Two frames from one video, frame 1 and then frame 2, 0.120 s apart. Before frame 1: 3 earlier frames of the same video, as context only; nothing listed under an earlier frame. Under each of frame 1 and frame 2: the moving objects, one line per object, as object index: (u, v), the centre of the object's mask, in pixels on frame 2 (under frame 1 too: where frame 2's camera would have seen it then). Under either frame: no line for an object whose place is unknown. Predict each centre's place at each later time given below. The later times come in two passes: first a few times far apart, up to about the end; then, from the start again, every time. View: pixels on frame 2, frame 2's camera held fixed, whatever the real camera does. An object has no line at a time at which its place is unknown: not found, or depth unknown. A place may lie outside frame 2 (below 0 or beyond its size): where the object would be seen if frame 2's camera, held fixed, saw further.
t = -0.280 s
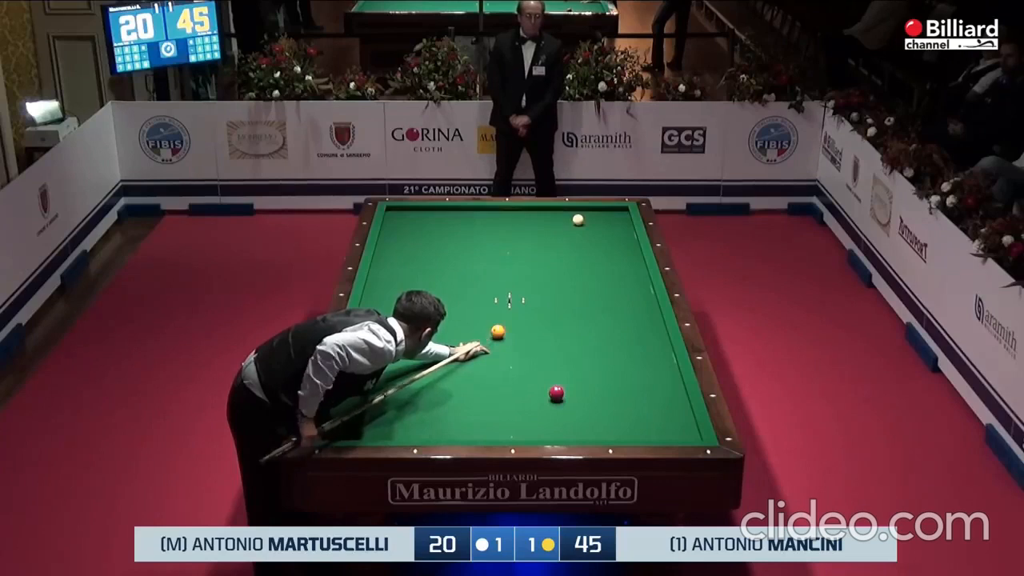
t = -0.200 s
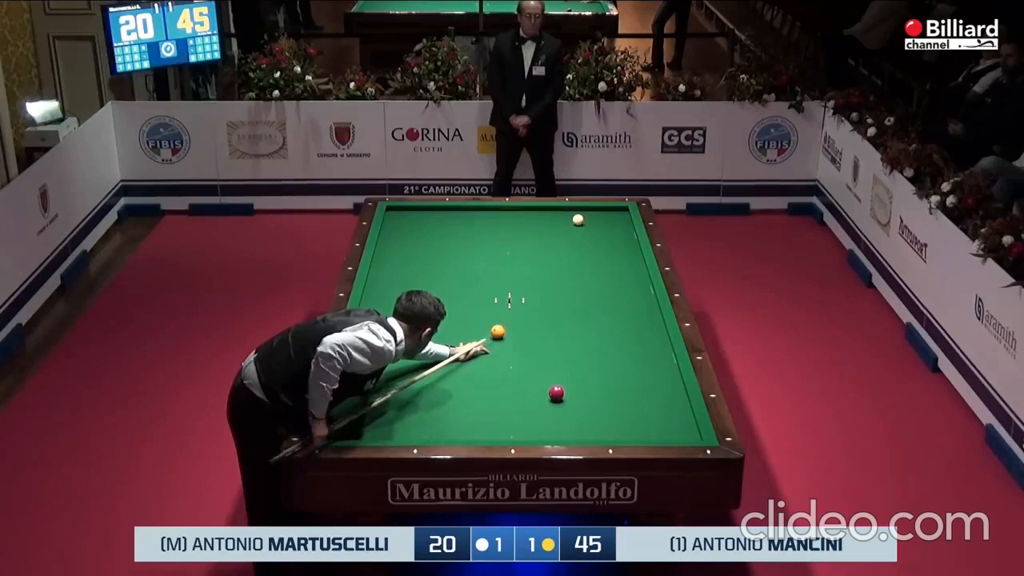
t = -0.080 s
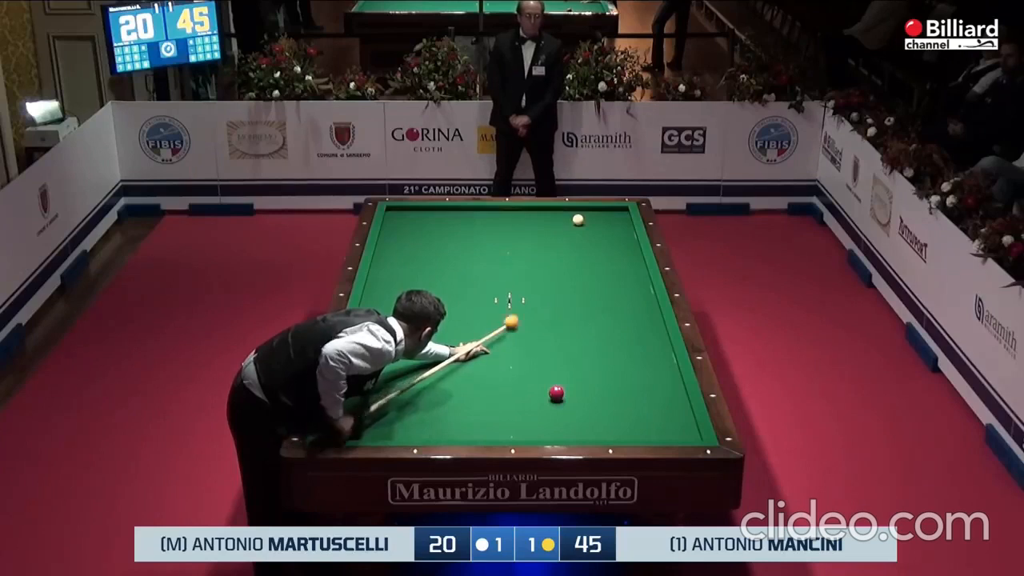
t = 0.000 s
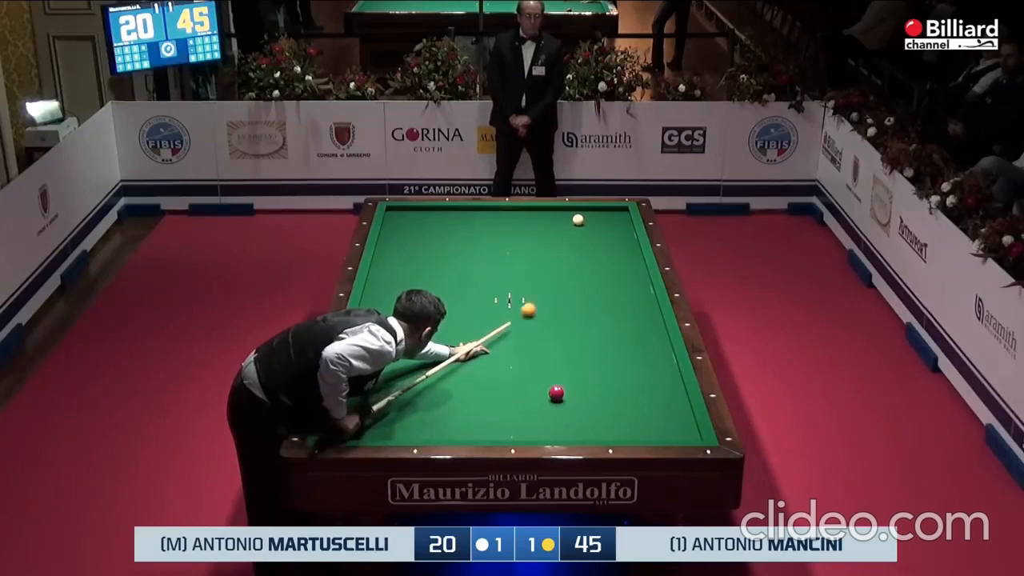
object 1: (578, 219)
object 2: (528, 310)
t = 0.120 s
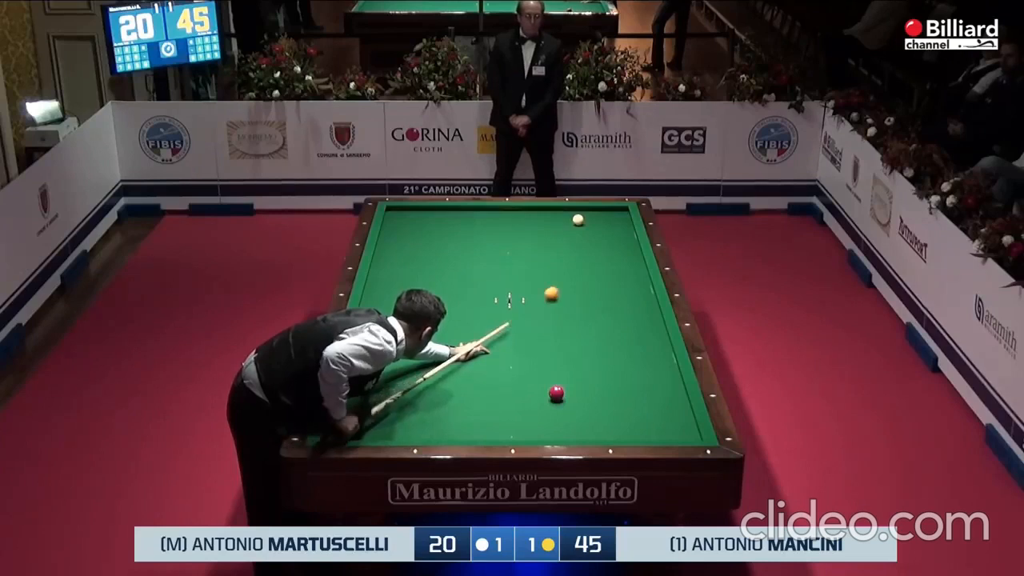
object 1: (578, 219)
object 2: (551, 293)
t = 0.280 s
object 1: (578, 219)
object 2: (580, 274)
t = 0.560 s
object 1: (578, 219)
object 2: (624, 243)
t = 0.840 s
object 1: (578, 219)
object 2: (602, 220)
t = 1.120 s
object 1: (577, 220)
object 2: (583, 212)
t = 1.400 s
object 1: (570, 228)
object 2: (580, 217)
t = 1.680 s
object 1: (562, 236)
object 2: (580, 219)
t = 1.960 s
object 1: (554, 245)
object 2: (580, 220)
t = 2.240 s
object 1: (545, 254)
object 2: (579, 221)
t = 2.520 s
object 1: (537, 263)
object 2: (579, 222)
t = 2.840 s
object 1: (527, 273)
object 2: (579, 222)
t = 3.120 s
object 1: (518, 282)
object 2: (579, 223)
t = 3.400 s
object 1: (509, 291)
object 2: (579, 223)
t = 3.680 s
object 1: (500, 300)
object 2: (579, 223)
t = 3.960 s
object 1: (491, 310)
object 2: (579, 223)
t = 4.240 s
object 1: (481, 319)
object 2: (579, 223)
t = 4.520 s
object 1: (472, 329)
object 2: (579, 223)
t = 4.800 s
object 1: (463, 338)
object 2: (579, 223)
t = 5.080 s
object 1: (454, 347)
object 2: (579, 223)
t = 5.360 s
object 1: (445, 357)
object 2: (579, 223)
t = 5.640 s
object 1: (436, 366)
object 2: (579, 223)
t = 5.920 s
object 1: (427, 376)
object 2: (579, 223)
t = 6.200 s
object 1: (419, 385)
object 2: (579, 223)
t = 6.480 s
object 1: (411, 394)
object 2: (579, 223)
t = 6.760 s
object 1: (402, 403)
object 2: (579, 223)
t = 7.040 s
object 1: (394, 412)
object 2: (579, 223)
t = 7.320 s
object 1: (386, 421)
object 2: (579, 223)
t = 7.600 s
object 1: (378, 429)
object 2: (579, 223)
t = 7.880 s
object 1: (371, 434)
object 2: (579, 223)
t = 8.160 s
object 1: (367, 433)
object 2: (579, 223)
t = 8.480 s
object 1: (364, 431)
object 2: (579, 223)
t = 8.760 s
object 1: (361, 427)
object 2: (579, 223)
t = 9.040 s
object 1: (360, 424)
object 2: (578, 223)
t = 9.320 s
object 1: (358, 421)
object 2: (579, 223)
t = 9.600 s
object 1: (357, 418)
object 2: (579, 223)
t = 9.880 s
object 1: (356, 416)
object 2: (579, 223)
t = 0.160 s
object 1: (578, 219)
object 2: (559, 288)
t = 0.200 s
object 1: (578, 219)
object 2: (566, 283)
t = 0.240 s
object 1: (578, 219)
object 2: (573, 279)
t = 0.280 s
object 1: (578, 219)
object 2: (580, 274)
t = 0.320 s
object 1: (578, 219)
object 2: (587, 269)
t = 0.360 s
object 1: (578, 219)
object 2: (593, 264)
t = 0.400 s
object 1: (578, 219)
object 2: (600, 260)
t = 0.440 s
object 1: (578, 219)
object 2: (606, 255)
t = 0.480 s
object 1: (578, 219)
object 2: (612, 251)
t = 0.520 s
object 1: (578, 219)
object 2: (618, 247)
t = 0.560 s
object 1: (578, 219)
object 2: (624, 243)
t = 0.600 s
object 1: (578, 219)
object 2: (630, 239)
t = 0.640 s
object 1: (578, 219)
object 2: (630, 235)
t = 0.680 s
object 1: (578, 219)
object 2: (623, 232)
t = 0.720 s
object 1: (578, 219)
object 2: (616, 229)
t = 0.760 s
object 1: (578, 219)
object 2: (611, 226)
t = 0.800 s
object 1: (578, 219)
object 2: (606, 223)
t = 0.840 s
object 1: (578, 219)
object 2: (602, 220)
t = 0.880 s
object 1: (578, 219)
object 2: (598, 217)
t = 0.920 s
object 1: (578, 219)
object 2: (594, 215)
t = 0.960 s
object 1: (578, 220)
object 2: (590, 212)
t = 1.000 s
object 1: (578, 220)
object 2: (586, 209)
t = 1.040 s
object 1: (578, 220)
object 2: (584, 209)
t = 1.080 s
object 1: (577, 220)
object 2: (583, 211)
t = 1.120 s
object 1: (577, 220)
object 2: (583, 212)
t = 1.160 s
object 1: (577, 220)
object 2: (582, 214)
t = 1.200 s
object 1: (577, 221)
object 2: (581, 215)
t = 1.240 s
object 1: (575, 222)
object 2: (581, 216)
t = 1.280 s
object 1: (574, 224)
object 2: (581, 216)
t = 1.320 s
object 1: (572, 225)
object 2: (581, 217)
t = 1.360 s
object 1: (571, 226)
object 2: (580, 217)
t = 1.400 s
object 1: (570, 228)
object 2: (580, 217)
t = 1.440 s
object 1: (569, 229)
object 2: (580, 218)
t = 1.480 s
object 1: (568, 230)
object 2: (580, 218)
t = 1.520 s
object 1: (567, 231)
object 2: (580, 218)
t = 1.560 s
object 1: (565, 232)
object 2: (580, 218)
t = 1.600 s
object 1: (564, 233)
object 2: (580, 219)
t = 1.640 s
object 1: (563, 235)
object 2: (580, 219)
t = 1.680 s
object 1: (562, 236)
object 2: (580, 219)
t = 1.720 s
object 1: (561, 237)
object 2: (580, 219)
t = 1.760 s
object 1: (560, 239)
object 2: (580, 219)
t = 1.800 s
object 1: (559, 240)
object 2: (580, 219)
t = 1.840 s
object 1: (557, 241)
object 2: (580, 220)
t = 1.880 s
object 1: (556, 242)
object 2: (580, 220)
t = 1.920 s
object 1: (555, 244)
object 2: (580, 220)
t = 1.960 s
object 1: (554, 245)
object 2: (580, 220)
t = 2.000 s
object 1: (553, 246)
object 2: (580, 220)
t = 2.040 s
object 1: (551, 247)
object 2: (580, 220)
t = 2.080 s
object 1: (550, 248)
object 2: (579, 221)
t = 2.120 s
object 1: (549, 250)
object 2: (580, 221)
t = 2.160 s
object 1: (548, 251)
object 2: (579, 221)
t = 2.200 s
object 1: (547, 252)
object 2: (580, 221)
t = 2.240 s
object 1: (545, 254)
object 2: (579, 221)
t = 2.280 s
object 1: (544, 255)
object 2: (579, 221)
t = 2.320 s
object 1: (543, 256)
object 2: (579, 221)
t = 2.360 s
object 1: (542, 257)
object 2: (579, 221)
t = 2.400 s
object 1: (541, 259)
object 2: (579, 221)
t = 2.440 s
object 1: (539, 260)
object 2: (579, 221)
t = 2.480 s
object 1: (538, 261)
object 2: (579, 222)
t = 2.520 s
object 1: (537, 263)
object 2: (579, 222)
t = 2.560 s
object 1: (536, 264)
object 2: (579, 222)
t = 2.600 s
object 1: (534, 265)
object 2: (579, 222)
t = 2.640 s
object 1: (533, 266)
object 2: (579, 222)
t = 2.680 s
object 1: (532, 268)
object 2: (579, 222)
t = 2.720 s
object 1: (531, 269)
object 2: (579, 222)
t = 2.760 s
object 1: (529, 270)
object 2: (579, 222)
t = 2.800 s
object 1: (528, 271)
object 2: (579, 222)
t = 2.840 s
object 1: (527, 273)
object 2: (579, 222)
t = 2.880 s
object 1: (526, 274)
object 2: (579, 222)
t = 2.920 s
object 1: (524, 276)
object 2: (579, 223)
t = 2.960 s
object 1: (523, 277)
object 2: (579, 223)
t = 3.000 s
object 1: (522, 278)
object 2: (579, 223)
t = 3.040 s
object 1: (520, 279)
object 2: (579, 223)
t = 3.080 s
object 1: (519, 281)
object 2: (579, 223)
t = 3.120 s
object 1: (518, 282)
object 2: (579, 223)
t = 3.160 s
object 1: (517, 283)
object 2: (579, 223)
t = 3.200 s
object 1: (515, 285)
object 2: (579, 223)
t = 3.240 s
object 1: (514, 286)
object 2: (579, 223)
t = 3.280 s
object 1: (513, 287)
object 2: (579, 223)
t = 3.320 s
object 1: (511, 289)
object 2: (579, 223)
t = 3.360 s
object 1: (510, 290)
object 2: (579, 223)
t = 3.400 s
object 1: (509, 291)
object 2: (579, 223)
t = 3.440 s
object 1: (508, 293)
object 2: (579, 223)
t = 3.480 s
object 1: (506, 294)
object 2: (579, 223)
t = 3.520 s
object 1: (505, 296)
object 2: (579, 223)
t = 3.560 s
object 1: (504, 297)
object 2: (579, 223)
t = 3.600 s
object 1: (502, 298)
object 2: (579, 223)
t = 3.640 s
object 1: (501, 299)
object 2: (579, 223)
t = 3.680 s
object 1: (500, 300)
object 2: (579, 223)
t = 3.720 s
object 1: (499, 302)
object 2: (579, 223)
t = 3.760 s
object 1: (497, 303)
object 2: (579, 223)
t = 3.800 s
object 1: (496, 304)
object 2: (579, 223)
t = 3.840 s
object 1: (495, 306)
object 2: (579, 223)
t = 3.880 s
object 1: (493, 307)
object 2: (579, 223)
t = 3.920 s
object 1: (492, 309)
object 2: (579, 223)
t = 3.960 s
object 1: (491, 310)
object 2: (579, 223)
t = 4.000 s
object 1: (489, 311)
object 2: (579, 223)
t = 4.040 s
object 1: (488, 312)
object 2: (579, 223)
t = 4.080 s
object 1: (487, 314)
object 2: (579, 223)
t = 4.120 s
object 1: (485, 315)
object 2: (579, 223)
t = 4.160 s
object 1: (484, 317)
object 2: (579, 223)
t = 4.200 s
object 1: (483, 318)
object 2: (579, 223)
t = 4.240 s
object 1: (481, 319)
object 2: (579, 223)
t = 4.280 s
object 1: (480, 320)
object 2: (579, 223)
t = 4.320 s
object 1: (479, 322)
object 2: (579, 223)
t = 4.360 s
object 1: (478, 323)
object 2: (579, 223)
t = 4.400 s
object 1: (476, 324)
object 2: (579, 223)
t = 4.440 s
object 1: (475, 326)
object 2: (579, 223)
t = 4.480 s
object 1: (474, 327)
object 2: (579, 223)
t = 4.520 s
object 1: (472, 329)
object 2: (579, 223)
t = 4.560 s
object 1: (471, 330)
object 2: (579, 223)
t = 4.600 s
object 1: (470, 331)
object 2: (579, 223)
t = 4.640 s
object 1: (468, 333)
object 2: (579, 223)
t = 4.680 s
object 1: (467, 334)
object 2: (579, 223)
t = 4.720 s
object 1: (466, 335)
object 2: (579, 223)
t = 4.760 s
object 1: (465, 337)
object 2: (579, 223)
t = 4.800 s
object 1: (463, 338)
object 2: (579, 223)
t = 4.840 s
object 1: (462, 339)
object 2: (579, 223)
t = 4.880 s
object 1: (461, 341)
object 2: (579, 223)
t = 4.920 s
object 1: (459, 342)
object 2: (579, 223)
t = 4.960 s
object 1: (458, 344)
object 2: (579, 223)
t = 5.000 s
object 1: (457, 345)
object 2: (579, 223)
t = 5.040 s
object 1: (456, 346)
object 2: (579, 223)
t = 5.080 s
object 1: (454, 347)
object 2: (579, 223)
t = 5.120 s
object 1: (453, 349)
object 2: (579, 223)
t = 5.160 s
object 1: (452, 350)
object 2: (579, 223)
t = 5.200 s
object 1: (450, 352)
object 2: (579, 223)
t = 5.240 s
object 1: (449, 353)
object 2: (579, 223)
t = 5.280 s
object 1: (448, 354)
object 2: (579, 223)
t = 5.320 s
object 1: (446, 355)
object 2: (579, 223)
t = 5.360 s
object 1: (445, 357)
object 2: (579, 223)
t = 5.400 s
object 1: (444, 358)
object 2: (579, 223)
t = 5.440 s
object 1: (443, 359)
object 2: (579, 223)
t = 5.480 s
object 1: (442, 361)
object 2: (579, 223)
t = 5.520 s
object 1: (440, 362)
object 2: (579, 223)
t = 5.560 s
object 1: (439, 363)
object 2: (579, 223)
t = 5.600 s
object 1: (438, 365)
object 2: (579, 223)
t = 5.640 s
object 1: (436, 366)
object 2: (579, 223)
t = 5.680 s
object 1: (435, 368)
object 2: (579, 223)
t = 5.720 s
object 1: (434, 369)
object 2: (579, 223)
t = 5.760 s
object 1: (433, 370)
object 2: (579, 223)
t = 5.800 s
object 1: (431, 372)
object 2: (579, 223)
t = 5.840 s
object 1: (430, 373)
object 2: (579, 223)
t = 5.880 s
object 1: (429, 374)
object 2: (579, 223)
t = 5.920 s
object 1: (427, 376)
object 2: (579, 223)
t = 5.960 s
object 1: (426, 377)
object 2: (579, 223)
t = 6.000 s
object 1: (425, 378)
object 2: (579, 223)
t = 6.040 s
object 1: (424, 379)
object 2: (579, 223)
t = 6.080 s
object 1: (423, 381)
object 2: (579, 223)
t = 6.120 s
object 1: (422, 382)
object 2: (579, 223)
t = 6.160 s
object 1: (420, 384)
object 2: (579, 223)
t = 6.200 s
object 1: (419, 385)
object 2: (579, 223)
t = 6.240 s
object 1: (418, 386)
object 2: (579, 223)
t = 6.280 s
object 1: (417, 387)
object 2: (579, 223)
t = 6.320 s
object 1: (416, 389)
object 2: (579, 223)
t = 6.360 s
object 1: (414, 390)
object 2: (579, 223)
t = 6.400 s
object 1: (413, 391)
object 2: (579, 223)
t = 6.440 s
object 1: (412, 393)
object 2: (579, 223)
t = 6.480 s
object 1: (411, 394)
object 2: (579, 223)
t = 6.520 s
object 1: (410, 395)
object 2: (579, 223)
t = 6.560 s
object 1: (408, 397)
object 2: (579, 223)
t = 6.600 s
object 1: (407, 398)
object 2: (579, 223)
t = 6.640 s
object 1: (406, 399)
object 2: (579, 223)
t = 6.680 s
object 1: (405, 400)
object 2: (579, 223)
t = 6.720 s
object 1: (404, 402)
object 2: (579, 223)
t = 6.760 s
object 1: (402, 403)
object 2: (579, 223)
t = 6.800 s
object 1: (401, 404)
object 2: (579, 223)
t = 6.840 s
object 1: (400, 405)
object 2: (579, 223)
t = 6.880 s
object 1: (399, 407)
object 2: (579, 223)
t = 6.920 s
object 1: (398, 408)
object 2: (579, 223)
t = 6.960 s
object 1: (396, 409)
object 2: (579, 223)
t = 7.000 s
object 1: (395, 410)
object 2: (579, 223)
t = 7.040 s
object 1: (394, 412)
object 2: (579, 223)
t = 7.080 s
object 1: (393, 413)
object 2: (579, 223)
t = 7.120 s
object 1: (392, 414)
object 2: (579, 223)
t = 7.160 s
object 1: (391, 416)
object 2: (579, 223)
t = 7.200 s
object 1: (389, 416)
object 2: (579, 223)
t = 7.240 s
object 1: (388, 418)
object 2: (579, 223)
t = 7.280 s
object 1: (387, 419)
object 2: (579, 223)
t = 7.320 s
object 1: (386, 421)
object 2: (579, 223)
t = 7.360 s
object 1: (385, 422)
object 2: (579, 223)
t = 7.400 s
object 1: (384, 423)
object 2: (579, 223)
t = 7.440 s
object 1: (383, 424)
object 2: (579, 223)
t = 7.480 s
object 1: (382, 425)
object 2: (579, 223)
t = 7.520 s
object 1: (380, 426)
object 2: (579, 223)
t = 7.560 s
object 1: (379, 427)
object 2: (579, 223)
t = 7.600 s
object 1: (378, 429)
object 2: (579, 223)
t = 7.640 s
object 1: (377, 429)
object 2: (579, 223)
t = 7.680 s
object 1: (376, 431)
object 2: (579, 223)
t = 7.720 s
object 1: (375, 431)
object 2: (579, 223)
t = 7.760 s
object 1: (374, 432)
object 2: (579, 223)
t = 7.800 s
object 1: (373, 432)
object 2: (579, 223)
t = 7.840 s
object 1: (372, 434)
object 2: (579, 223)
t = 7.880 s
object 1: (371, 434)
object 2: (579, 223)
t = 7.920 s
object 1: (370, 435)
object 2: (579, 223)
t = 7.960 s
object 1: (369, 436)
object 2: (579, 223)
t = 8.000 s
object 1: (369, 435)
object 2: (579, 223)
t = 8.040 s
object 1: (368, 435)
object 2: (579, 223)
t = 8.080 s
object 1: (368, 434)
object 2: (579, 223)
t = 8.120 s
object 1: (367, 433)
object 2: (579, 223)
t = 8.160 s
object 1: (367, 433)
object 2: (579, 223)
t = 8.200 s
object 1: (366, 433)
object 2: (579, 223)
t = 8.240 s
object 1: (366, 433)
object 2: (579, 223)
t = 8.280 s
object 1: (366, 432)
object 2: (579, 223)
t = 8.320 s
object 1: (365, 432)
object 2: (579, 223)
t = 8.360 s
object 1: (365, 431)
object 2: (579, 223)
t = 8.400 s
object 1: (364, 431)
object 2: (579, 223)
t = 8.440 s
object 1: (364, 431)
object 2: (579, 223)
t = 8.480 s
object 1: (364, 431)
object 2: (579, 223)
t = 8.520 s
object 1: (363, 430)
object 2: (579, 223)
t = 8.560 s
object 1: (363, 430)
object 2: (579, 223)
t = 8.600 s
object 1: (362, 429)
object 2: (579, 223)
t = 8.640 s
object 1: (362, 429)
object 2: (579, 223)
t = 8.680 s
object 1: (362, 428)
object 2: (579, 223)
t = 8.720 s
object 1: (361, 428)
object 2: (579, 223)
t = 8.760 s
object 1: (361, 427)
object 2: (579, 223)
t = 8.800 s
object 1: (361, 426)
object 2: (579, 223)
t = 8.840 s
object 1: (361, 426)
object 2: (579, 223)
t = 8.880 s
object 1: (360, 426)
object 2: (579, 223)
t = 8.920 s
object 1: (360, 425)
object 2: (579, 223)
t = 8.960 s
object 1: (360, 425)
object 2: (579, 223)
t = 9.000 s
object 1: (360, 424)
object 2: (579, 223)
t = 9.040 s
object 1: (360, 424)
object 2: (578, 223)
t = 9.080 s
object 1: (359, 423)
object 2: (578, 223)
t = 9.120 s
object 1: (359, 423)
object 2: (579, 223)
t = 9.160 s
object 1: (359, 422)
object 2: (579, 223)
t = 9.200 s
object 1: (359, 422)
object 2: (579, 223)
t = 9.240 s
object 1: (359, 421)
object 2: (579, 223)
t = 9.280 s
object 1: (358, 421)
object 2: (579, 223)
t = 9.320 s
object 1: (358, 421)
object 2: (579, 223)
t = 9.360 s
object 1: (358, 420)
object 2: (579, 223)
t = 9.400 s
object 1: (358, 420)
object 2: (579, 223)
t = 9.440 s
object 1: (357, 420)
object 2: (579, 223)
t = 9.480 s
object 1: (357, 419)
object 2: (579, 223)
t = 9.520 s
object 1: (357, 419)
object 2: (579, 223)
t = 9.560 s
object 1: (357, 418)
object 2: (579, 223)
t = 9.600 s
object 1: (357, 418)
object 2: (579, 223)
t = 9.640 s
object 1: (357, 418)
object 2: (579, 223)
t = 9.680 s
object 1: (357, 417)
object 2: (579, 223)
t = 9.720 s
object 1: (356, 417)
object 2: (579, 223)
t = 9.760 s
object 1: (356, 417)
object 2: (579, 223)
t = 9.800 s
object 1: (356, 417)
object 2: (579, 224)
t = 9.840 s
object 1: (356, 416)
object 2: (579, 223)
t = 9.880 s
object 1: (356, 416)
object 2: (579, 223)
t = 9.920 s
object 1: (356, 416)
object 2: (579, 223)
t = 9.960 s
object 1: (355, 416)
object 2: (579, 224)
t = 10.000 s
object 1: (355, 416)
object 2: (579, 223)
